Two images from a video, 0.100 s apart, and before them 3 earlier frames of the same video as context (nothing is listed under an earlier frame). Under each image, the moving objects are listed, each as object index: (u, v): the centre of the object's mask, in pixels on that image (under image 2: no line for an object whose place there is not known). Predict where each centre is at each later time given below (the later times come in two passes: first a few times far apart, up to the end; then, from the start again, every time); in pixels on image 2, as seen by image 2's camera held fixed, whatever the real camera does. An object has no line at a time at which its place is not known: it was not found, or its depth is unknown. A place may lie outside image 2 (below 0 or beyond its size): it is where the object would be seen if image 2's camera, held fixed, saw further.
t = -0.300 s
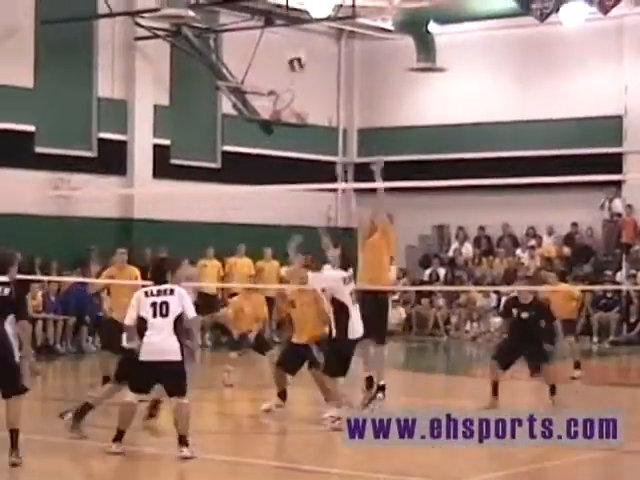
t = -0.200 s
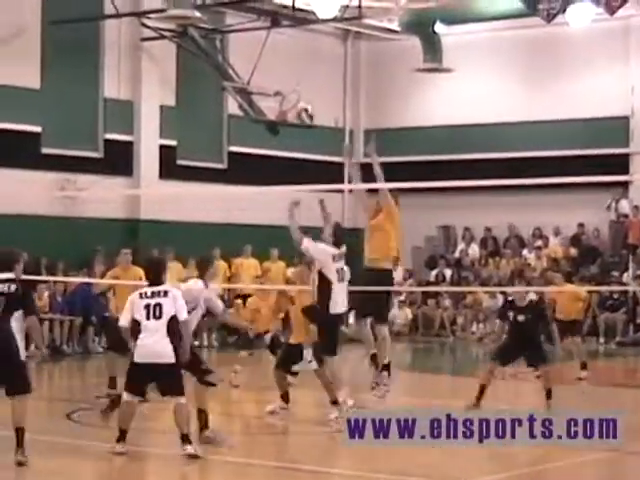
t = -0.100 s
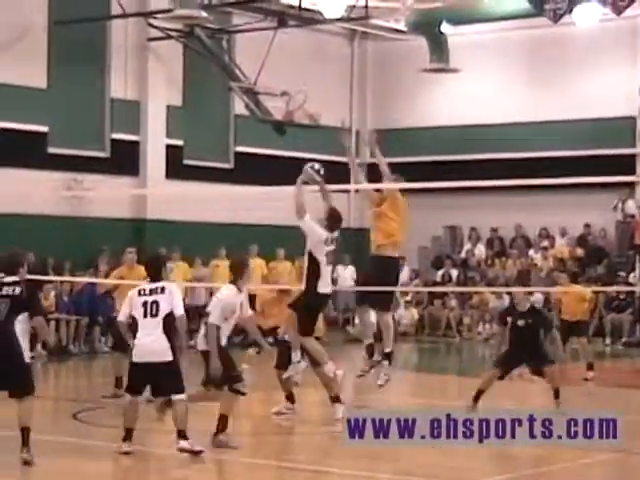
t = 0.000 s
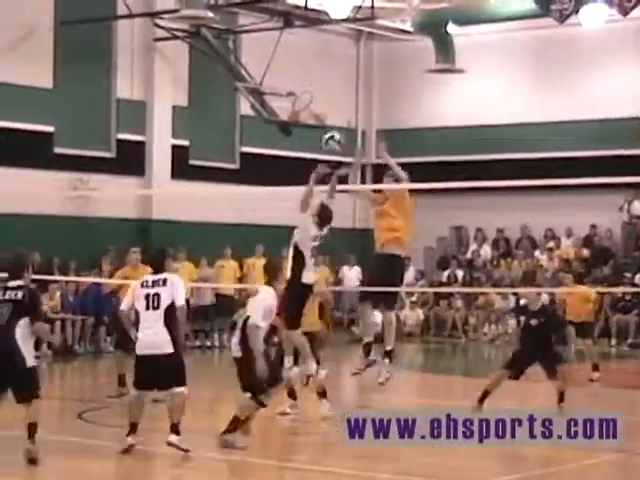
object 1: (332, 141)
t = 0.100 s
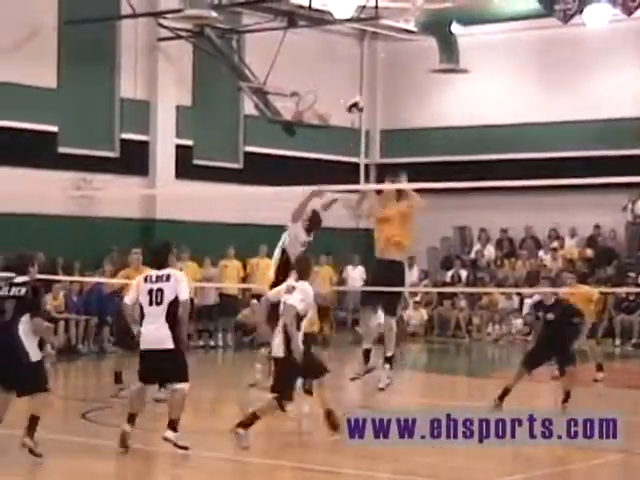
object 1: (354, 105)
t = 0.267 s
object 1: (383, 64)
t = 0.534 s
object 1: (432, 58)
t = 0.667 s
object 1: (457, 85)
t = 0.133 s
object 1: (361, 96)
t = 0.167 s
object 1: (365, 83)
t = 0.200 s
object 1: (371, 77)
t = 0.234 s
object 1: (377, 69)
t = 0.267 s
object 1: (383, 64)
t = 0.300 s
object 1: (389, 60)
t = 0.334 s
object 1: (395, 53)
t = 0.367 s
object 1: (401, 52)
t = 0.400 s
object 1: (408, 50)
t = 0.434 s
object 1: (414, 51)
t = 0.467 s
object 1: (421, 52)
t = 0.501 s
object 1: (426, 55)
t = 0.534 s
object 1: (432, 58)
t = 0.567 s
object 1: (439, 63)
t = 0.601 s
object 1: (442, 67)
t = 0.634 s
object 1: (450, 77)
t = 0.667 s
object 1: (457, 85)
